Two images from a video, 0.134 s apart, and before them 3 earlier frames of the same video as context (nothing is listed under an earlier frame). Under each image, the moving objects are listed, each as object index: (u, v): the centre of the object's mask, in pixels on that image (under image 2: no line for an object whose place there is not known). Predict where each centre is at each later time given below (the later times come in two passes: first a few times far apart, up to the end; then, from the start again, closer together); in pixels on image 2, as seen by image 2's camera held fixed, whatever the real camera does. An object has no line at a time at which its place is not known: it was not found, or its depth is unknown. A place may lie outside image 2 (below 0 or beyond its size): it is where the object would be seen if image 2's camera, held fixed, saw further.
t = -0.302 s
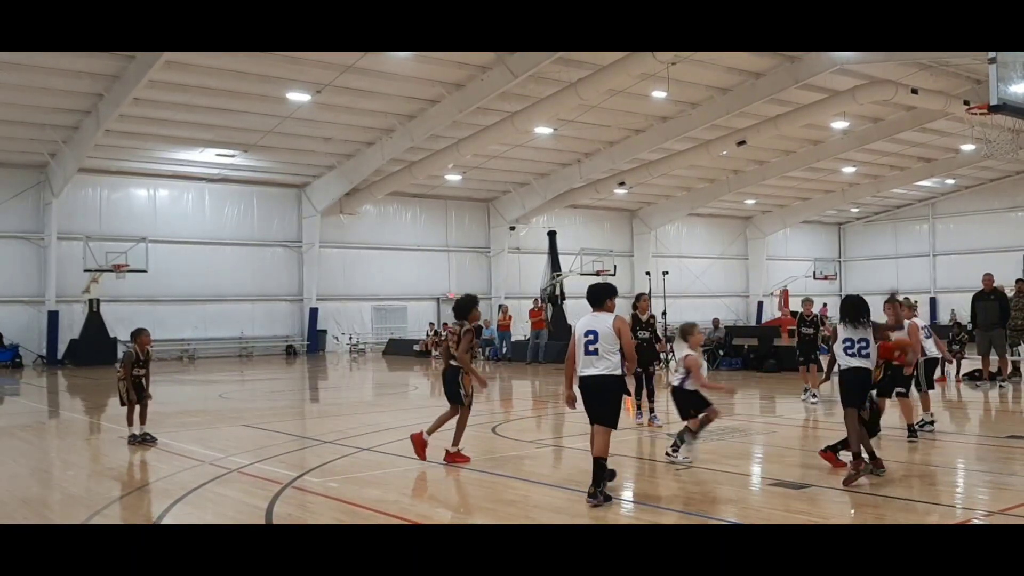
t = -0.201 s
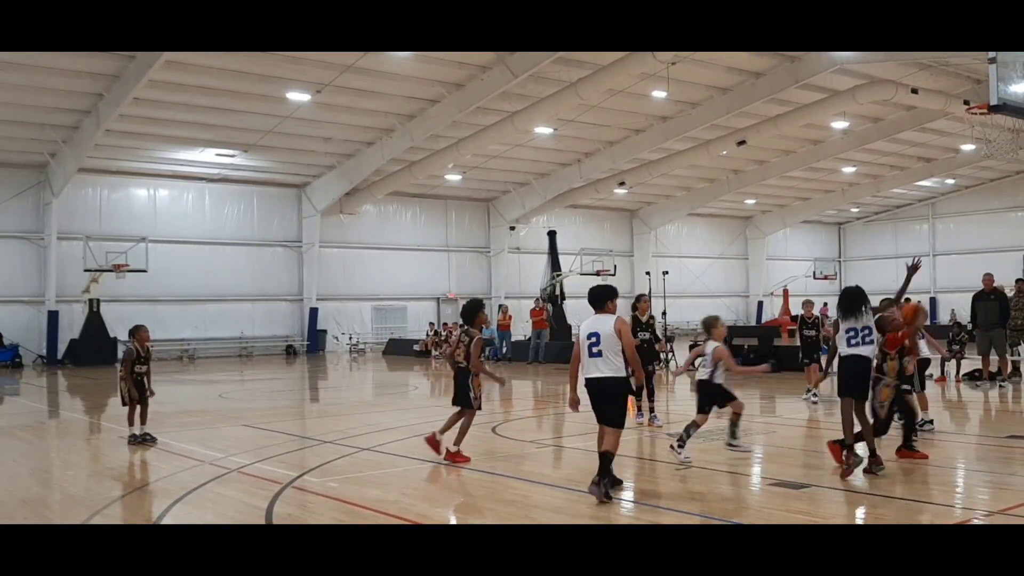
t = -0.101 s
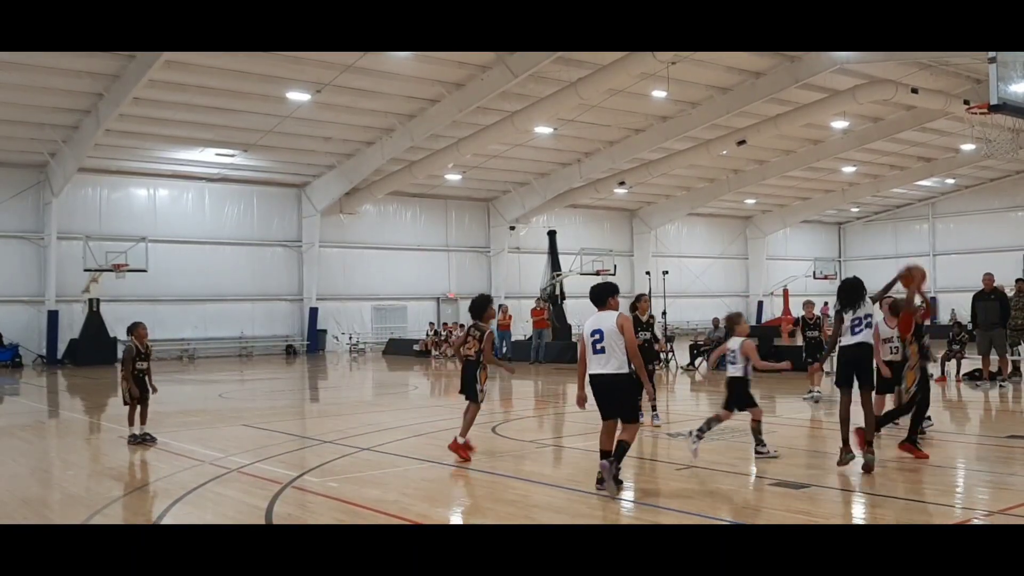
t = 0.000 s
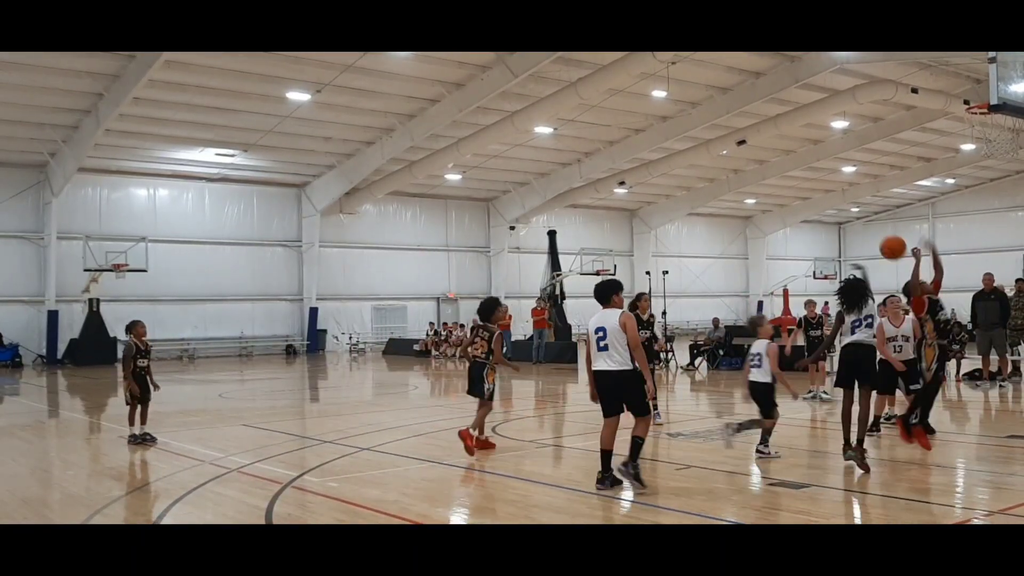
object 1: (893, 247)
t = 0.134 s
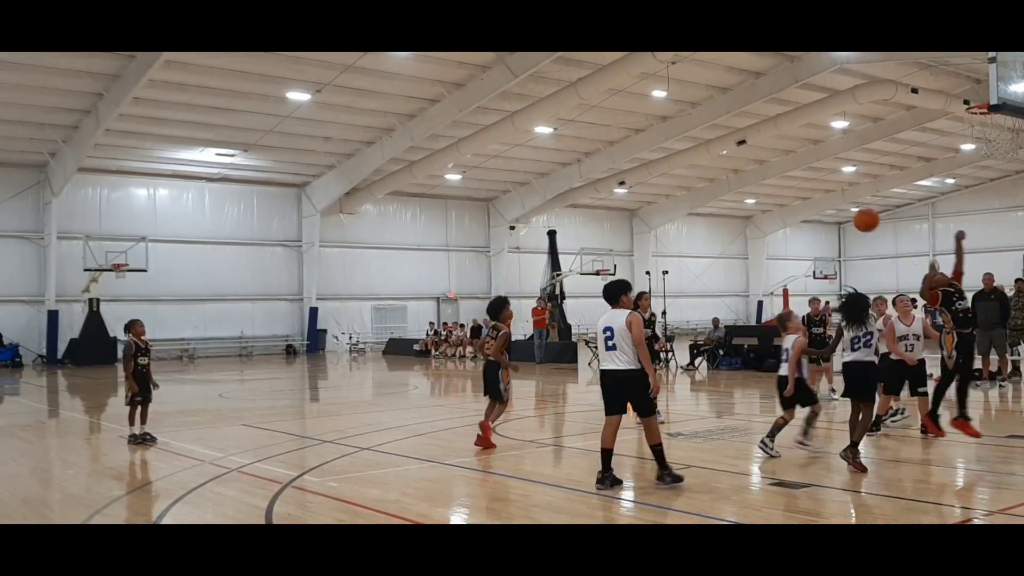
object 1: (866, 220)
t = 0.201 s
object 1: (854, 213)
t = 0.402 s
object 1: (818, 220)
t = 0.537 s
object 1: (796, 247)
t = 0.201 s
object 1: (854, 213)
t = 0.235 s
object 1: (848, 212)
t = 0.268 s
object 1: (841, 212)
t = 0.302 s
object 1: (835, 212)
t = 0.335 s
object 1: (830, 214)
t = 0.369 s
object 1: (824, 217)
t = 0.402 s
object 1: (818, 220)
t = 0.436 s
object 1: (812, 225)
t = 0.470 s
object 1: (807, 231)
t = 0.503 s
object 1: (801, 238)
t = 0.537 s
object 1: (796, 247)
